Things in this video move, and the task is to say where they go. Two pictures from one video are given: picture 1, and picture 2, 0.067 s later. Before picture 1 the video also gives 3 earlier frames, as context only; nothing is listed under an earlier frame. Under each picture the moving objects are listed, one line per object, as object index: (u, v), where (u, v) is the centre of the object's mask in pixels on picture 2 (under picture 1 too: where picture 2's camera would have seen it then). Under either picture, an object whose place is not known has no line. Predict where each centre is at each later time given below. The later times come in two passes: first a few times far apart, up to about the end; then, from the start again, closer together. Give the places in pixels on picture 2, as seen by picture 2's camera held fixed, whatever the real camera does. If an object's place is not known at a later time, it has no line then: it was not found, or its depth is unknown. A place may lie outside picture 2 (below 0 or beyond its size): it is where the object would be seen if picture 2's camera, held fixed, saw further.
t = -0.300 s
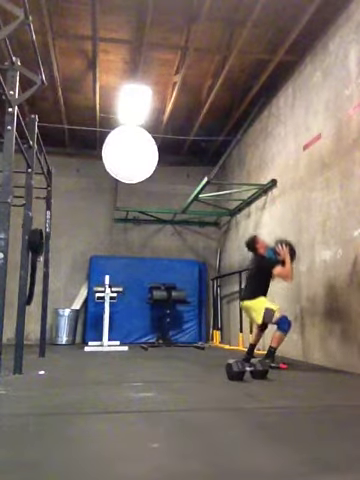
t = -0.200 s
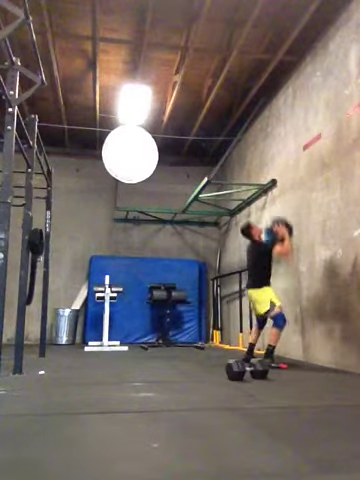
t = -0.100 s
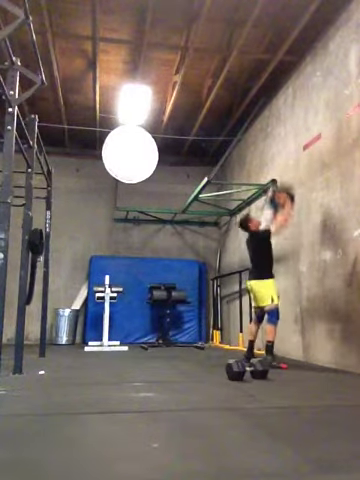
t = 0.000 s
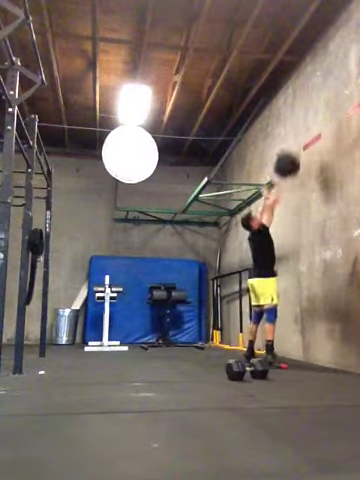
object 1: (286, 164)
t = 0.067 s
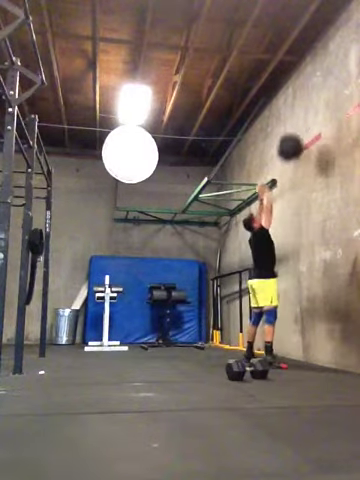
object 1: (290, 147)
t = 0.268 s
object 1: (301, 115)
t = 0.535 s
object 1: (296, 119)
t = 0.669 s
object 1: (291, 139)
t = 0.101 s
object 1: (292, 140)
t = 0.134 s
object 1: (293, 133)
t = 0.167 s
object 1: (295, 127)
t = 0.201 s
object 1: (298, 122)
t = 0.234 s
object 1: (300, 118)
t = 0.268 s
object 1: (301, 115)
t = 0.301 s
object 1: (301, 114)
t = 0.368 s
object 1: (301, 113)
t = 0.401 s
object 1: (301, 113)
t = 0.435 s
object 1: (300, 113)
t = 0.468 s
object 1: (299, 115)
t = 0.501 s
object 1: (297, 117)
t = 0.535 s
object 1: (296, 119)
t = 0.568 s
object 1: (294, 122)
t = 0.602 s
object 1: (293, 127)
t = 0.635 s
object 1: (292, 133)
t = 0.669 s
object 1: (291, 139)
